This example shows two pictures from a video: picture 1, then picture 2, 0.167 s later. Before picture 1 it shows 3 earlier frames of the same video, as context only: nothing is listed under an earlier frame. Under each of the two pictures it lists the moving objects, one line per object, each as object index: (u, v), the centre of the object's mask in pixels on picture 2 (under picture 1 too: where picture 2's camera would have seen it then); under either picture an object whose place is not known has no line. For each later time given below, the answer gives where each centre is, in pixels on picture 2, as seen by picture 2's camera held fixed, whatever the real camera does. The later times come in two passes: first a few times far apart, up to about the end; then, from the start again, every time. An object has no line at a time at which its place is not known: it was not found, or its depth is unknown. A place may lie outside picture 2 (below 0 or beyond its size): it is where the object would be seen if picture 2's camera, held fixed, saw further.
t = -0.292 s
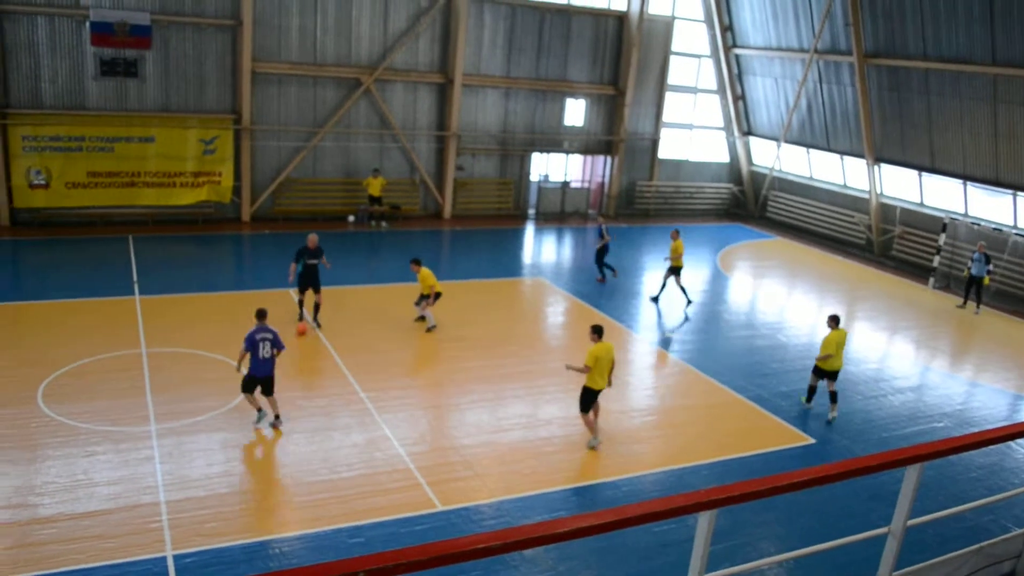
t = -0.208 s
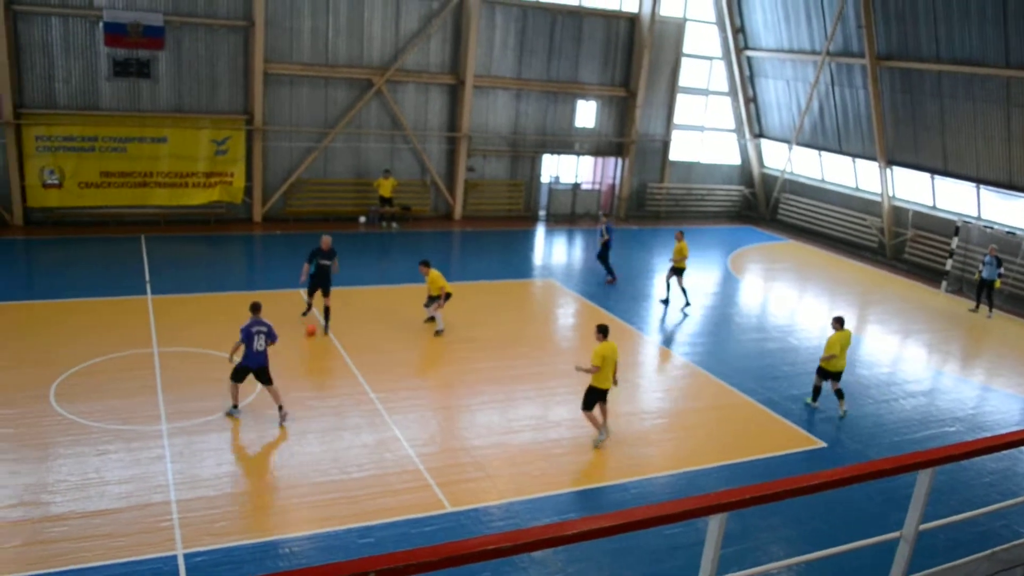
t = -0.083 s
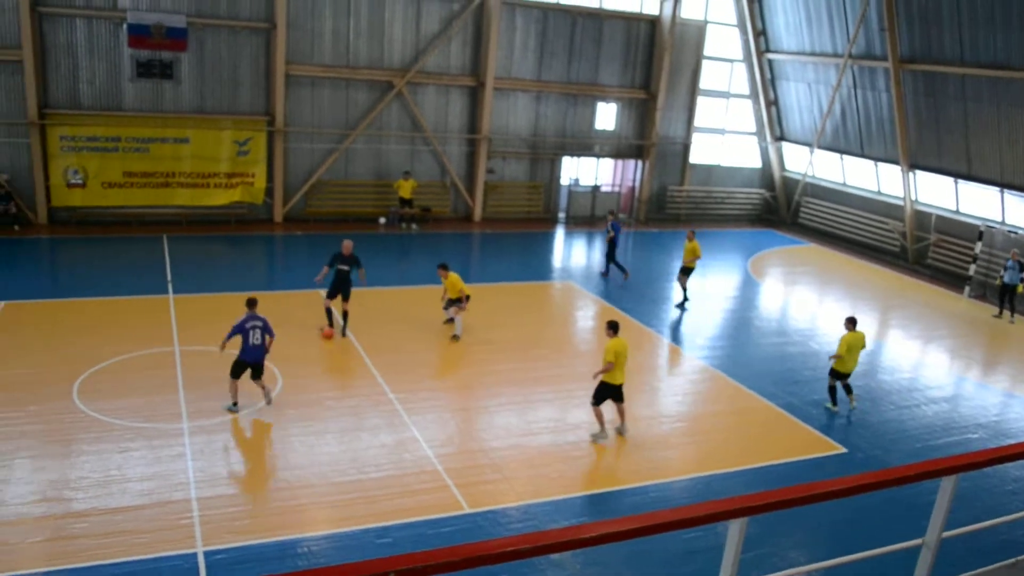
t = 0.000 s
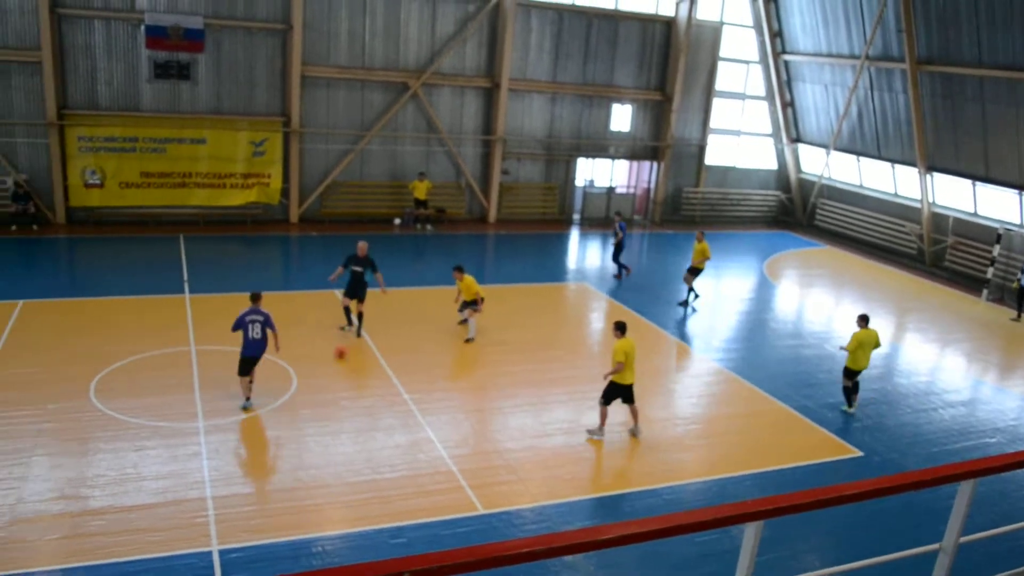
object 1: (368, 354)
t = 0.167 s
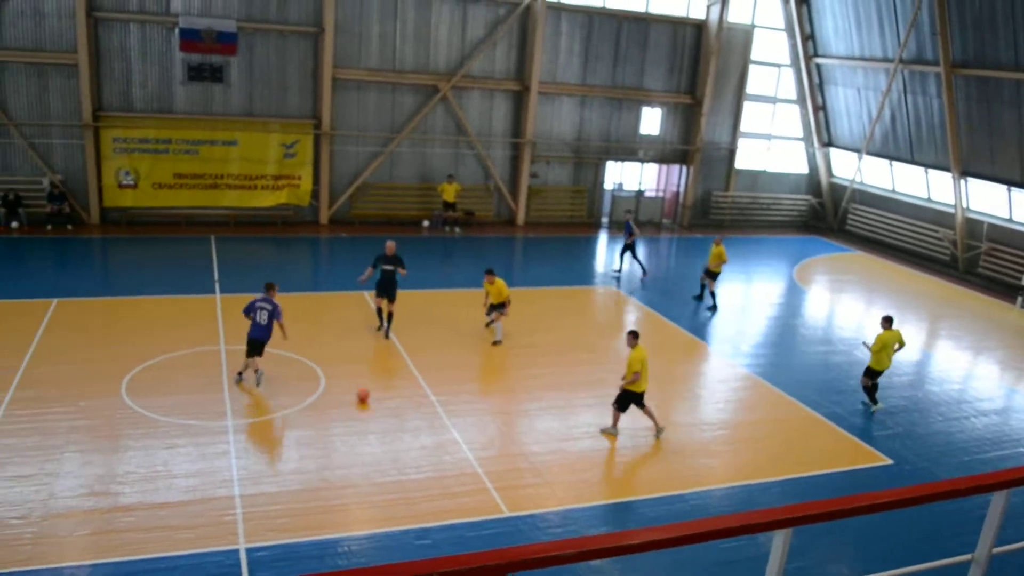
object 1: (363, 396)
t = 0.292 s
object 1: (358, 431)
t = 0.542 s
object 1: (347, 515)
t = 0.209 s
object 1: (361, 407)
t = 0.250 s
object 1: (360, 419)
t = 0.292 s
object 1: (358, 431)
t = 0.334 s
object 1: (356, 444)
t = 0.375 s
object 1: (355, 457)
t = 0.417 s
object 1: (353, 470)
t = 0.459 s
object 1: (351, 484)
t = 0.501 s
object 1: (349, 500)
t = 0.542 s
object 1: (347, 515)
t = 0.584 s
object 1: (345, 529)
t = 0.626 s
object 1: (343, 546)
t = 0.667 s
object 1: (342, 559)
